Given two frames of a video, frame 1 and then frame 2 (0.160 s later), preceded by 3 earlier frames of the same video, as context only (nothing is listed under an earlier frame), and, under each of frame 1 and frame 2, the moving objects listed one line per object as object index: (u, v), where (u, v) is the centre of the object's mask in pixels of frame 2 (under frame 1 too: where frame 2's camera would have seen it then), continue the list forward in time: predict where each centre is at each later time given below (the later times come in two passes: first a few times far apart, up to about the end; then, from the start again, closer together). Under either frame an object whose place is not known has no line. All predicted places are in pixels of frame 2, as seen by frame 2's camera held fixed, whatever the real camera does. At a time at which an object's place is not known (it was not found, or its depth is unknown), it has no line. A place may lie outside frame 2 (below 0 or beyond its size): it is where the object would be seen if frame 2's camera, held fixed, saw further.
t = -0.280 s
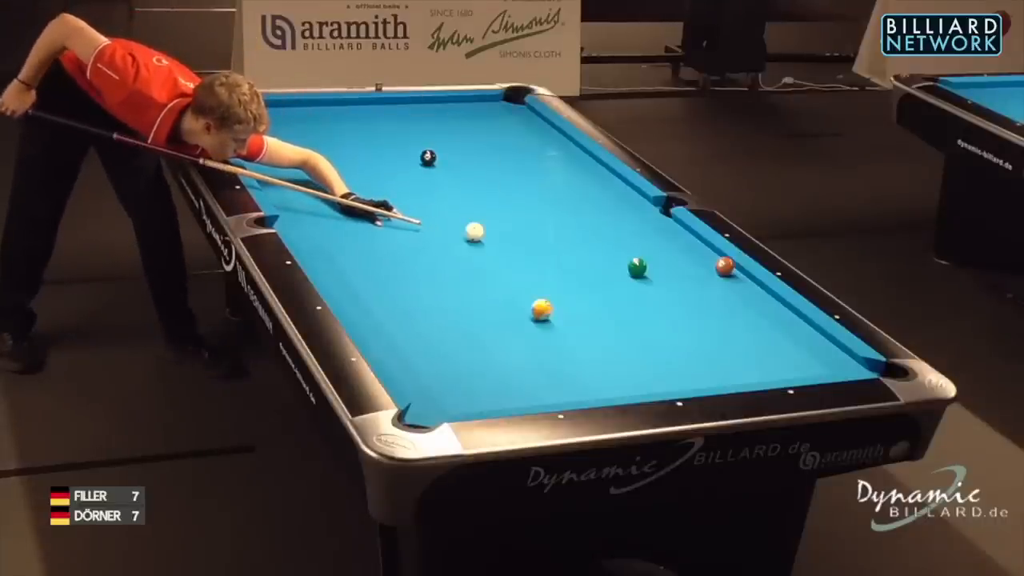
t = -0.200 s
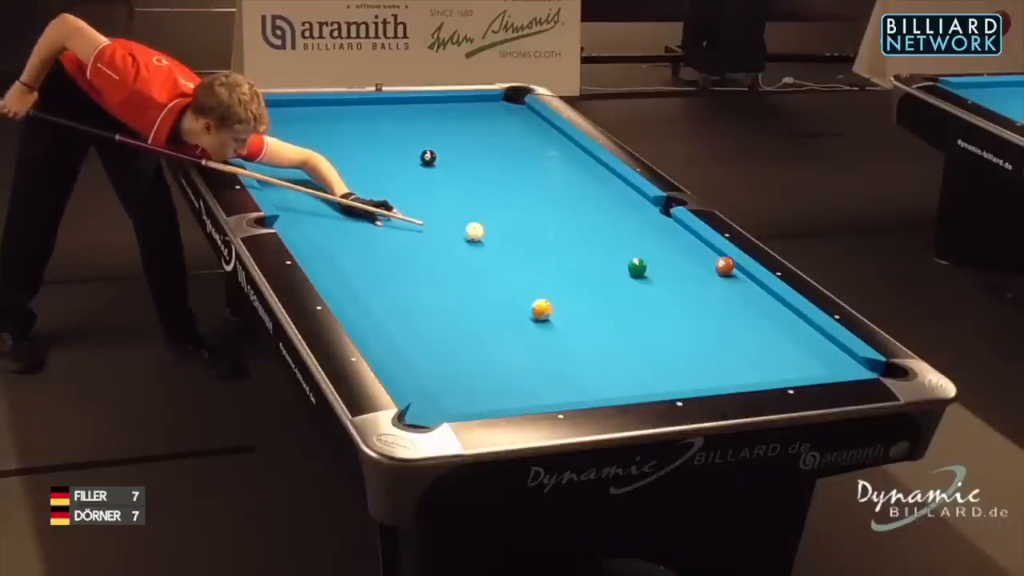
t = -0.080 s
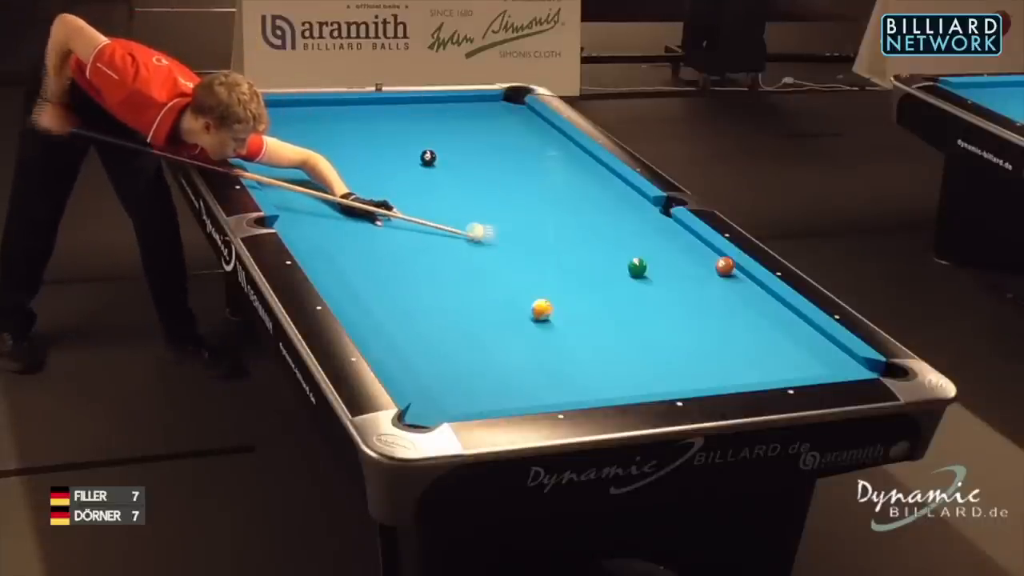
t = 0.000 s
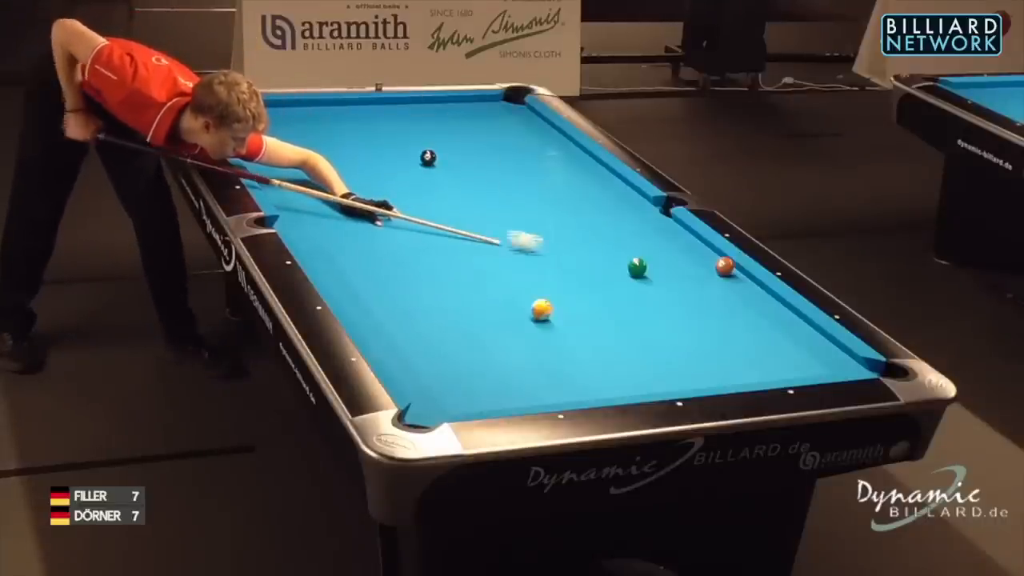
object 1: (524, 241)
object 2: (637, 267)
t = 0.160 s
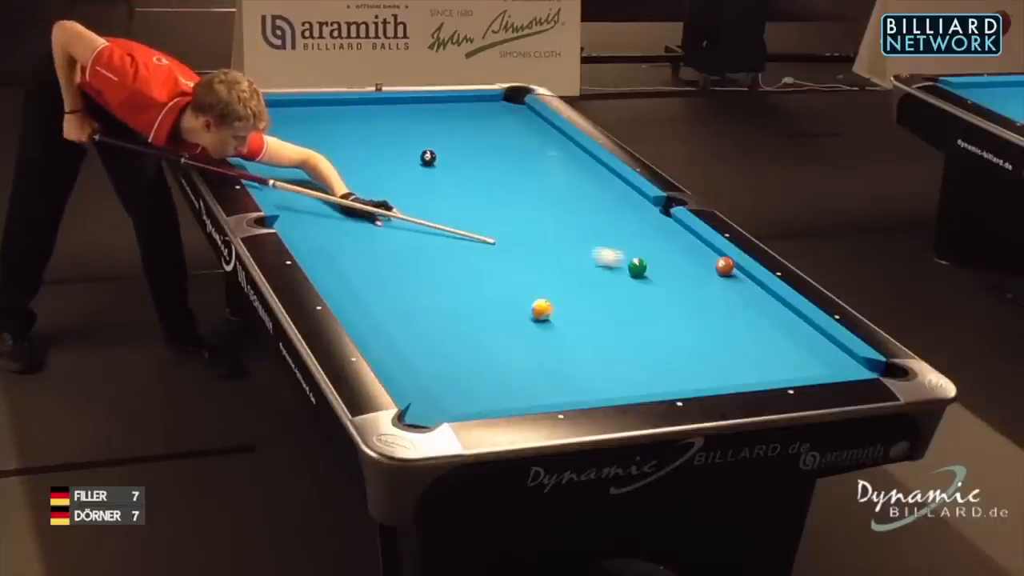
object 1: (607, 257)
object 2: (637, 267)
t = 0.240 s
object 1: (630, 258)
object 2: (650, 273)
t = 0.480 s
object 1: (651, 251)
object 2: (703, 299)
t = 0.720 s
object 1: (670, 244)
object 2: (757, 324)
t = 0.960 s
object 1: (687, 237)
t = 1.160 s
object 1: (680, 232)
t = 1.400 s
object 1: (659, 226)
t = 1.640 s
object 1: (639, 220)
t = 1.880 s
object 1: (621, 215)
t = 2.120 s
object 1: (604, 210)
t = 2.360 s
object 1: (589, 206)
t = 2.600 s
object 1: (575, 202)
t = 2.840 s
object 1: (563, 199)
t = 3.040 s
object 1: (553, 196)
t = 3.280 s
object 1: (543, 193)
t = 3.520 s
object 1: (534, 191)
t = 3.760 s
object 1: (526, 189)
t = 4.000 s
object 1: (520, 187)
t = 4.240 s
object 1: (515, 186)
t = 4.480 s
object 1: (511, 185)
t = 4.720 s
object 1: (508, 185)
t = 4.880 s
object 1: (507, 184)
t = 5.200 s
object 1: (506, 184)
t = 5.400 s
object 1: (506, 184)
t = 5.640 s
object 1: (506, 184)
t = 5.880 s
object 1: (506, 184)
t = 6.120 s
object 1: (506, 184)
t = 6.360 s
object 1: (506, 184)
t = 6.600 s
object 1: (506, 184)
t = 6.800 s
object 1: (506, 184)
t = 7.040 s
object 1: (506, 184)
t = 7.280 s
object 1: (506, 184)
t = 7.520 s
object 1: (506, 184)
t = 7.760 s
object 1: (506, 184)
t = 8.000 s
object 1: (506, 184)
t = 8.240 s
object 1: (506, 184)
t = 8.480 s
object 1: (506, 184)
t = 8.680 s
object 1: (506, 184)
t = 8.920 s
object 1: (506, 184)
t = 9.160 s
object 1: (506, 184)
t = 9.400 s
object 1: (506, 184)
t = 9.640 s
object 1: (506, 184)
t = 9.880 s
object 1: (506, 184)
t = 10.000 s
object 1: (506, 184)
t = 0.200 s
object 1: (624, 260)
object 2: (640, 269)
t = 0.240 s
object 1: (630, 258)
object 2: (650, 273)
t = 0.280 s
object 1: (634, 257)
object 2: (660, 279)
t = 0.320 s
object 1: (638, 256)
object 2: (669, 283)
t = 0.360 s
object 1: (642, 255)
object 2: (678, 287)
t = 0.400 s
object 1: (645, 253)
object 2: (686, 291)
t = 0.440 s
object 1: (648, 252)
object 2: (695, 295)
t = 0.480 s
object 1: (651, 251)
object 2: (703, 299)
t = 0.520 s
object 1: (655, 250)
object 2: (712, 303)
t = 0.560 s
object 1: (658, 248)
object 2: (722, 308)
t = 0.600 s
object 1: (661, 247)
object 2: (730, 312)
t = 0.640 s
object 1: (664, 246)
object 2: (739, 315)
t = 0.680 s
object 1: (667, 245)
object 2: (748, 319)
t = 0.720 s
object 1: (670, 244)
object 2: (757, 324)
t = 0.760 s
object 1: (673, 243)
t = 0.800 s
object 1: (676, 241)
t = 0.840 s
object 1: (679, 240)
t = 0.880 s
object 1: (681, 239)
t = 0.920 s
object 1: (684, 238)
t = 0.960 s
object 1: (687, 237)
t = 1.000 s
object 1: (689, 236)
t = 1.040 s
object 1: (690, 235)
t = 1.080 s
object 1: (687, 234)
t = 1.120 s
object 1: (683, 233)
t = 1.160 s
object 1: (680, 232)
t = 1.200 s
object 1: (676, 231)
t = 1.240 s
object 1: (673, 230)
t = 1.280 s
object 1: (669, 229)
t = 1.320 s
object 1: (666, 227)
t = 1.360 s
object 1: (662, 227)
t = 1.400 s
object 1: (659, 226)
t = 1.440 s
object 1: (655, 225)
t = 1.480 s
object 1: (652, 224)
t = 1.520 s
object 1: (649, 223)
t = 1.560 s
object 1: (646, 222)
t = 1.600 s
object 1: (642, 221)
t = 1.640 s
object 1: (639, 220)
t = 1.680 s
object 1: (636, 219)
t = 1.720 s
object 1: (633, 218)
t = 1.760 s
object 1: (629, 217)
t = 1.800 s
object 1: (627, 217)
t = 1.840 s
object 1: (624, 216)
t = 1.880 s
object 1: (621, 215)
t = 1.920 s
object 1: (618, 214)
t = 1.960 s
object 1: (615, 214)
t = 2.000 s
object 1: (612, 213)
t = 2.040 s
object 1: (609, 212)
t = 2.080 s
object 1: (607, 211)
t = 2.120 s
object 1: (604, 210)
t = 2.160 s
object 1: (601, 210)
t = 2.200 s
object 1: (599, 209)
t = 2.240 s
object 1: (596, 208)
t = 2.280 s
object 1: (594, 207)
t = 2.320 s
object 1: (591, 207)
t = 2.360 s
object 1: (589, 206)
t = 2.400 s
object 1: (586, 205)
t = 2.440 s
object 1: (584, 205)
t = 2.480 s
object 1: (582, 204)
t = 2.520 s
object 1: (579, 203)
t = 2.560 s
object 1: (577, 203)
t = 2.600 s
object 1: (575, 202)
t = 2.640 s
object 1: (573, 201)
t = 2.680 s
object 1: (571, 201)
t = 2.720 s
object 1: (568, 200)
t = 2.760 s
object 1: (567, 200)
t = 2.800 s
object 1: (565, 199)
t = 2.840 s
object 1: (563, 199)
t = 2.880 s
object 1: (560, 198)
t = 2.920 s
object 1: (559, 197)
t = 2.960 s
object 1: (557, 197)
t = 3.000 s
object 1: (555, 197)
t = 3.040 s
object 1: (553, 196)
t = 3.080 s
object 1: (551, 195)
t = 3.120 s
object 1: (550, 195)
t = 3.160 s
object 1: (548, 195)
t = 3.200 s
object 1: (546, 194)
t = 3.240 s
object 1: (545, 194)
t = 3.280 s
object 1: (543, 193)
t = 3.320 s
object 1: (541, 193)
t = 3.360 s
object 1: (540, 192)
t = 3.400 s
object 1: (538, 192)
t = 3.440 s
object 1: (537, 191)
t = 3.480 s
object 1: (535, 191)
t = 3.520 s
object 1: (534, 191)
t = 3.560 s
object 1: (533, 190)
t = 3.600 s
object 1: (531, 190)
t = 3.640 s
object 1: (530, 190)
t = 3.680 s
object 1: (529, 190)
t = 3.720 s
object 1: (528, 189)
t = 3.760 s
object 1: (526, 189)
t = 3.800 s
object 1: (525, 189)
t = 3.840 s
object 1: (524, 188)
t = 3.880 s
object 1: (523, 188)
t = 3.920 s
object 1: (522, 188)
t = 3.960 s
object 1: (521, 188)
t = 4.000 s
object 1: (520, 187)
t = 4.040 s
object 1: (519, 187)
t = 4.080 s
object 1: (518, 187)
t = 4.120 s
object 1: (517, 187)
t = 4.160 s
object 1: (516, 186)
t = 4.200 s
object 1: (515, 186)
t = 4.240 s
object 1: (515, 186)
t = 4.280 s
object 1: (514, 186)
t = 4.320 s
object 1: (513, 185)
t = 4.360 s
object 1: (513, 185)
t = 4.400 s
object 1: (512, 185)
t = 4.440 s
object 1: (511, 185)
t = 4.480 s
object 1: (511, 185)
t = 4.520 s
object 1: (510, 185)
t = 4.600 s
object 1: (510, 185)
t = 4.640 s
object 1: (509, 185)
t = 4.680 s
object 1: (509, 185)
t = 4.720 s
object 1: (508, 185)
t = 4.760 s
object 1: (508, 184)
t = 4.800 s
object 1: (507, 184)
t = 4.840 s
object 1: (507, 184)
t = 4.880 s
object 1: (507, 184)
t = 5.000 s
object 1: (506, 184)
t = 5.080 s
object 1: (506, 184)
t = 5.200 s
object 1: (506, 184)
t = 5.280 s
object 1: (506, 184)
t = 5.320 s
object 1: (506, 184)
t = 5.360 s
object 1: (506, 184)
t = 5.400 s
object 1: (506, 184)
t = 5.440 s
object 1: (506, 184)
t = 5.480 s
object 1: (506, 184)
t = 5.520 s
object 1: (506, 184)
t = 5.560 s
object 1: (506, 184)
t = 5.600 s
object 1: (506, 184)
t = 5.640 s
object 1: (506, 184)
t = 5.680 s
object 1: (506, 184)
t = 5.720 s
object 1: (506, 184)
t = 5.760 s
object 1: (506, 184)
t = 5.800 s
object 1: (506, 184)
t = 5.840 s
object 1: (506, 184)
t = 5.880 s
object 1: (506, 184)
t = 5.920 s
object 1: (506, 184)
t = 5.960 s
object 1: (506, 184)
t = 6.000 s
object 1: (506, 184)
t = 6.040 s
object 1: (506, 184)
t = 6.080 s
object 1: (506, 184)
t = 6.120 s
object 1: (506, 184)
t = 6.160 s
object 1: (506, 184)
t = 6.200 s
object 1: (506, 184)
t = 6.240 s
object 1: (506, 184)
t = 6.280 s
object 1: (506, 184)
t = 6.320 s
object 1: (506, 184)
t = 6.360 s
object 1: (506, 184)
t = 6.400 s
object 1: (506, 184)
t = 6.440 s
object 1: (506, 184)
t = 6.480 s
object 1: (506, 184)
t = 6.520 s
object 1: (506, 184)
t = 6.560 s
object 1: (506, 184)
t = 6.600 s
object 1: (506, 184)
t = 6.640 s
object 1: (506, 184)
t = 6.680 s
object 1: (506, 184)
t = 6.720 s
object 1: (506, 184)
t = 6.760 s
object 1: (506, 184)
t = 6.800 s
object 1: (506, 184)
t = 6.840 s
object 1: (506, 184)
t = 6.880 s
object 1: (506, 184)
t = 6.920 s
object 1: (506, 184)
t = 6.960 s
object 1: (506, 184)
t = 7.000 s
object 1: (506, 184)
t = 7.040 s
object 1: (506, 184)
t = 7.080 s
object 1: (506, 184)
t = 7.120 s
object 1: (506, 184)
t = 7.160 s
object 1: (506, 184)
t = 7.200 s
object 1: (506, 184)
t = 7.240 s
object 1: (506, 184)
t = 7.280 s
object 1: (506, 184)
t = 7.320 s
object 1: (506, 184)
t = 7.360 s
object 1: (506, 184)
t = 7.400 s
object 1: (506, 184)
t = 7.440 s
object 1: (506, 184)
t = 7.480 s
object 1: (506, 184)
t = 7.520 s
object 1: (506, 184)
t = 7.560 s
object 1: (506, 184)
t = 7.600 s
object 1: (506, 184)
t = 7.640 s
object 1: (506, 184)
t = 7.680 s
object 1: (506, 184)
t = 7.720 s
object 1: (506, 184)
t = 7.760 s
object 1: (506, 184)
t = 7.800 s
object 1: (506, 184)
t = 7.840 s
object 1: (506, 184)
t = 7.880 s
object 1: (506, 184)
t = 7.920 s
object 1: (506, 184)
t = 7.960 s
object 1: (506, 184)
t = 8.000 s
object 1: (506, 184)
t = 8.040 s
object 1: (506, 184)
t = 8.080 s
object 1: (506, 184)
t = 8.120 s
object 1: (506, 184)
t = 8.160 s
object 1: (506, 184)
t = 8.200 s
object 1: (506, 184)
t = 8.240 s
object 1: (506, 184)
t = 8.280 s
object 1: (506, 184)
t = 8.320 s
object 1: (506, 184)
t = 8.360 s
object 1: (506, 184)
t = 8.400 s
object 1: (506, 184)
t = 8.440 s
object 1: (506, 184)
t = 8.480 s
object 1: (506, 184)
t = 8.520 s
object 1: (506, 184)
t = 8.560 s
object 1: (506, 184)
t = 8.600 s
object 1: (506, 184)
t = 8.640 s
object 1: (506, 184)
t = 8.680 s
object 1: (506, 184)
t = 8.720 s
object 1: (506, 184)
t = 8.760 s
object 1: (506, 184)
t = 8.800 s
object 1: (506, 184)
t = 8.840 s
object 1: (506, 184)
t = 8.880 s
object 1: (506, 184)
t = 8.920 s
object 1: (506, 184)
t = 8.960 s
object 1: (506, 184)
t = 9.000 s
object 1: (506, 184)
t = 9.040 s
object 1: (506, 184)
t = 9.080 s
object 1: (506, 184)
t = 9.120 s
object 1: (506, 184)
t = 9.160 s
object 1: (506, 184)
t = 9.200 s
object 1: (506, 184)
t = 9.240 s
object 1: (506, 184)
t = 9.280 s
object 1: (506, 184)
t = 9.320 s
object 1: (506, 184)
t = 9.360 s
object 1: (506, 184)
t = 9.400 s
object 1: (506, 184)
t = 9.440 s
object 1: (506, 184)
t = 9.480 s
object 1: (506, 184)
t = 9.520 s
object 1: (506, 184)
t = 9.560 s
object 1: (506, 184)
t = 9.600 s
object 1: (506, 184)
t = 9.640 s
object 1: (506, 184)
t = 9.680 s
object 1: (506, 184)
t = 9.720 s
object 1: (506, 184)
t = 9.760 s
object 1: (506, 184)
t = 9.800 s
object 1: (506, 184)
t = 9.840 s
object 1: (506, 184)
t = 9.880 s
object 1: (506, 184)
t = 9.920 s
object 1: (506, 184)
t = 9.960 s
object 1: (506, 184)
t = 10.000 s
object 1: (506, 184)
